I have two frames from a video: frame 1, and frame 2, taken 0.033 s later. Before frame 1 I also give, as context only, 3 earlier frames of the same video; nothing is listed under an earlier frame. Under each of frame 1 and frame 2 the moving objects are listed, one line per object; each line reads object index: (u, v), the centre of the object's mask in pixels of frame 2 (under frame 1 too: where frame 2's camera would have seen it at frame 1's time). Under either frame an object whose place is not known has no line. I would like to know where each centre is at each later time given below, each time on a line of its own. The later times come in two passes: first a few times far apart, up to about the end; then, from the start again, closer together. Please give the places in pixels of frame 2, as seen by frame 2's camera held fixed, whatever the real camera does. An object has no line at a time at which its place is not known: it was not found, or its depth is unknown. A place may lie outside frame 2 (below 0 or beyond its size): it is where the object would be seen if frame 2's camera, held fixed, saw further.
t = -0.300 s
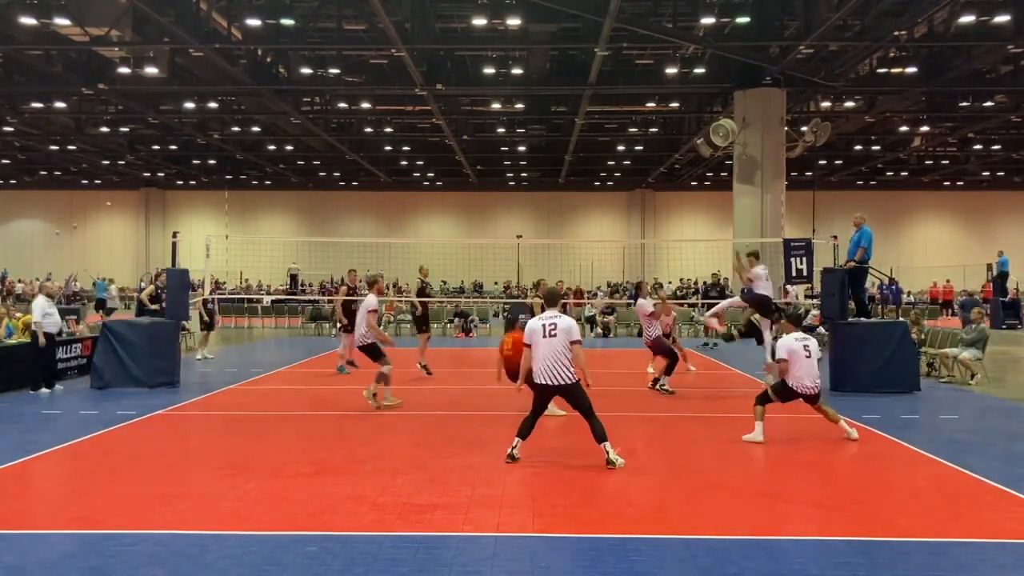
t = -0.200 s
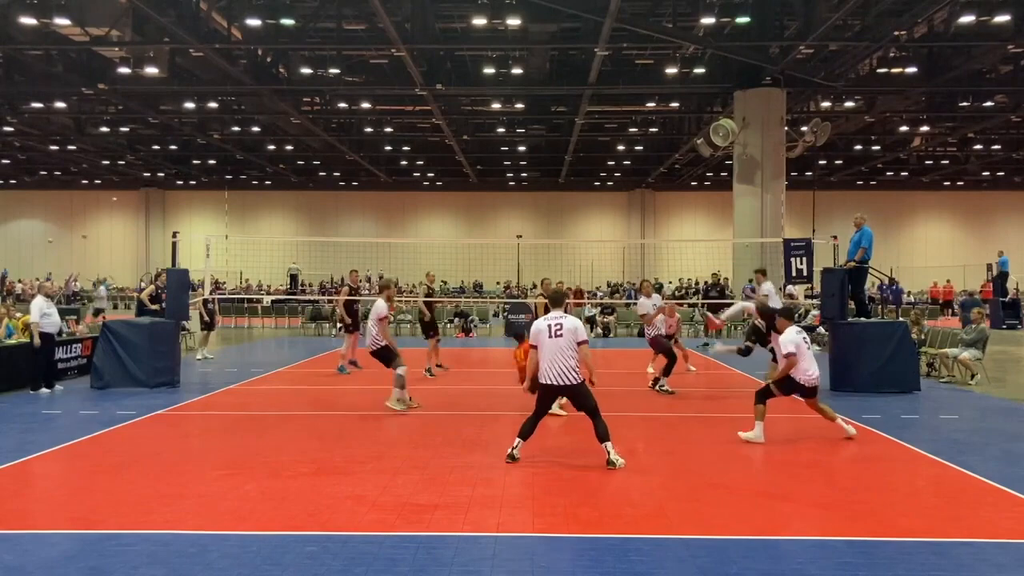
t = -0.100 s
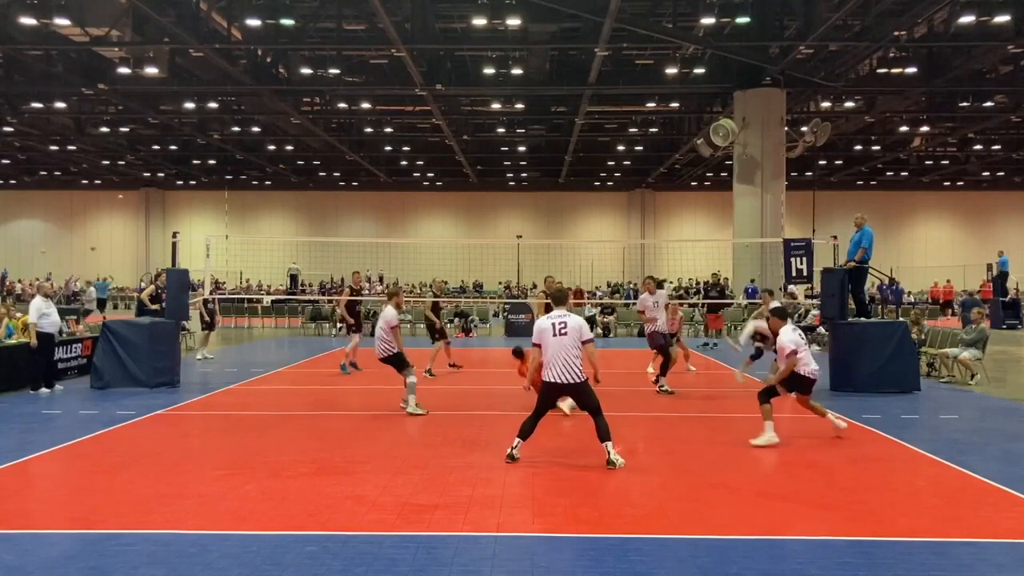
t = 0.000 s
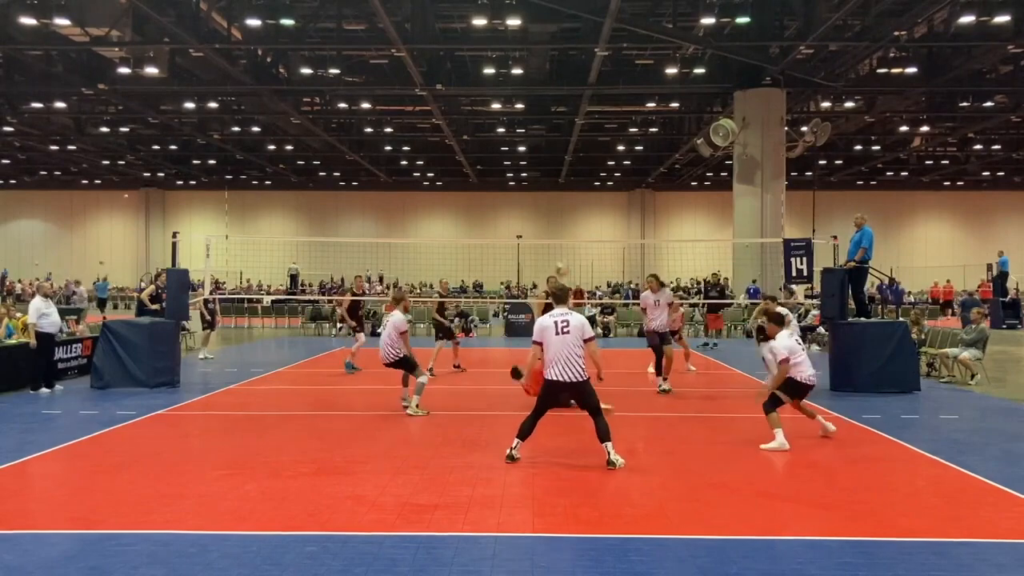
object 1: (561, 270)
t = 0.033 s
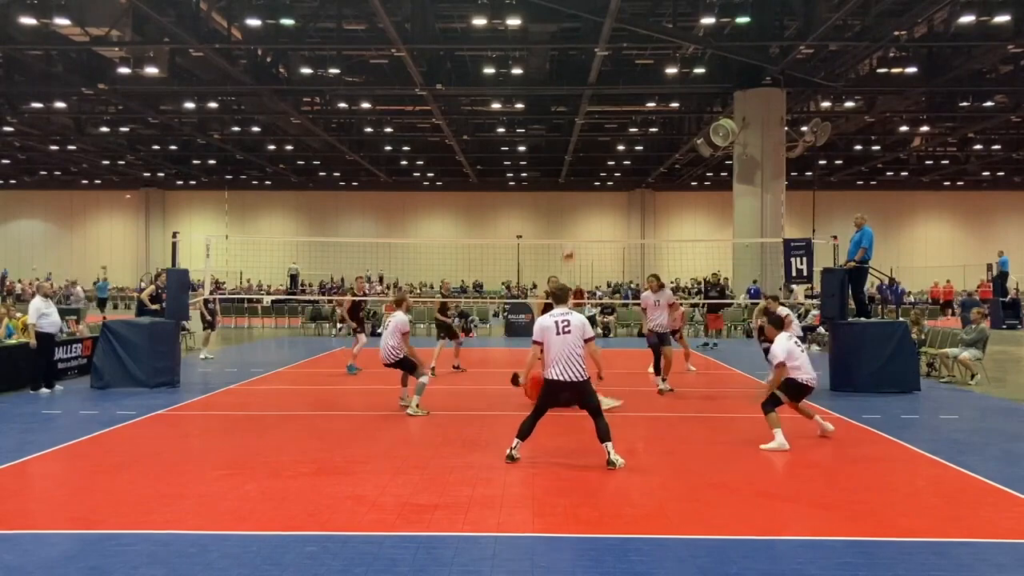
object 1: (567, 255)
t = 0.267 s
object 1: (609, 163)
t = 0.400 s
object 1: (632, 129)
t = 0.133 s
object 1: (586, 208)
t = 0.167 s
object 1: (592, 195)
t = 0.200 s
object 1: (598, 184)
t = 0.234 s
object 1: (604, 174)
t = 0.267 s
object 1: (609, 163)
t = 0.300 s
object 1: (615, 154)
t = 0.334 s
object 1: (621, 145)
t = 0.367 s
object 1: (626, 137)
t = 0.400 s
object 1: (632, 129)
